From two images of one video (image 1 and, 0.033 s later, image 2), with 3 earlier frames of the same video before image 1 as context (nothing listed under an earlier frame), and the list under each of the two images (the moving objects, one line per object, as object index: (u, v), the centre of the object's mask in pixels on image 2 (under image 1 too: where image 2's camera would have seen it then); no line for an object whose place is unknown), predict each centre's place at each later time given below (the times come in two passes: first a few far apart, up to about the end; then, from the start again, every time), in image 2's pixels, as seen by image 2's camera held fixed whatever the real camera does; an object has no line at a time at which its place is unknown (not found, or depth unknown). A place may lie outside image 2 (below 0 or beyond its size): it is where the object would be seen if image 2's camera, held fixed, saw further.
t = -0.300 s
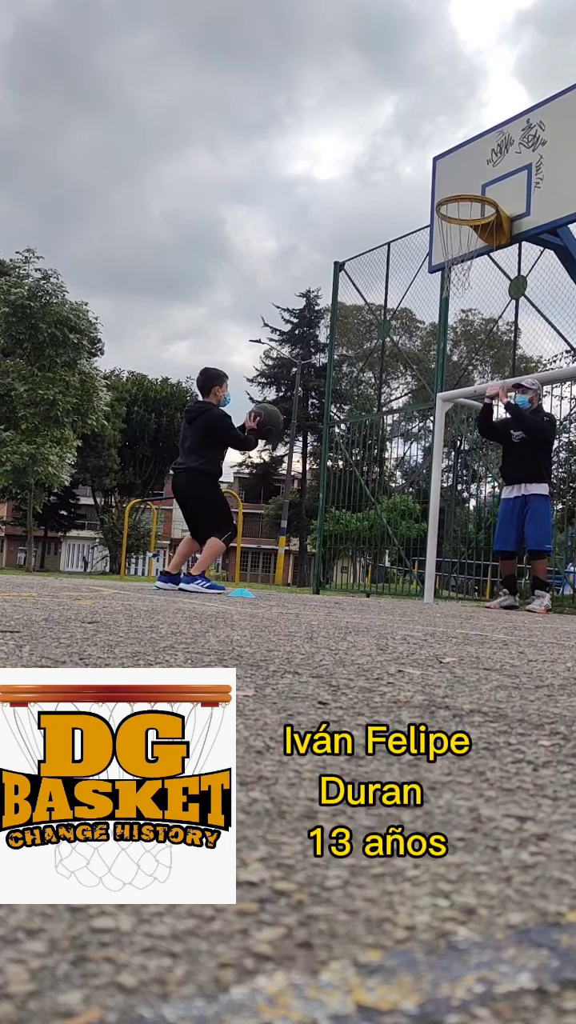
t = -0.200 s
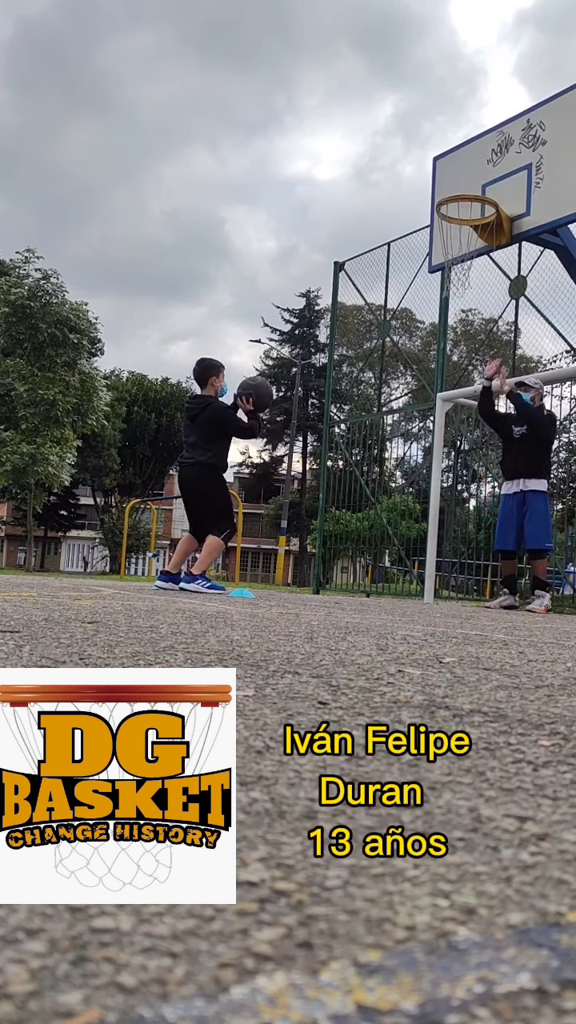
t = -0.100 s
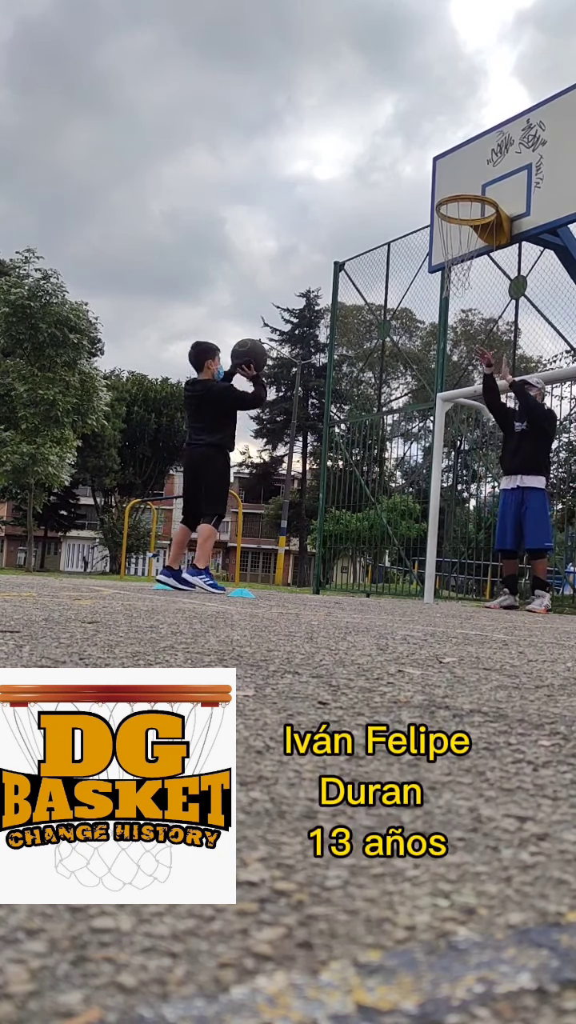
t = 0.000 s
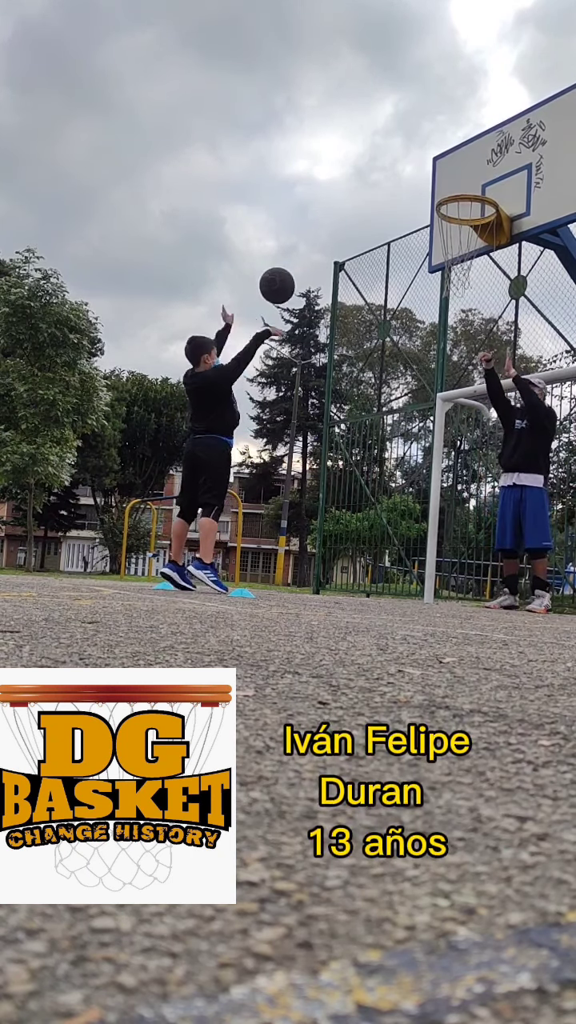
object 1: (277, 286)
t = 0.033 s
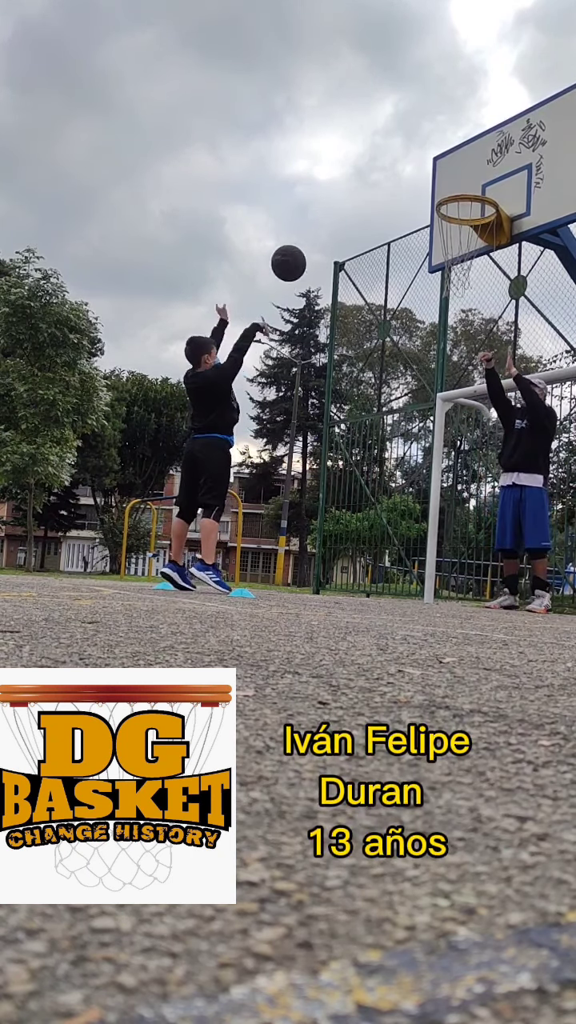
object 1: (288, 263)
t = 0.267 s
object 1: (360, 160)
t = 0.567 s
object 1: (433, 139)
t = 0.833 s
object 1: (471, 194)
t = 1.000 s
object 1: (442, 172)
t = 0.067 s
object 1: (300, 243)
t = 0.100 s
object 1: (310, 224)
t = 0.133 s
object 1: (321, 208)
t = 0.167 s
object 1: (331, 193)
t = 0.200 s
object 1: (341, 180)
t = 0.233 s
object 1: (351, 169)
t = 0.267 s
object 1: (360, 160)
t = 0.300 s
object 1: (369, 152)
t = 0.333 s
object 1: (378, 145)
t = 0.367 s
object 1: (386, 140)
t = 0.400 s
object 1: (395, 136)
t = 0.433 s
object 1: (403, 134)
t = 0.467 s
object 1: (411, 133)
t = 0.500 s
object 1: (418, 134)
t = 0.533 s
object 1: (426, 136)
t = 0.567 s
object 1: (433, 139)
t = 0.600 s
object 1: (441, 143)
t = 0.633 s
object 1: (448, 149)
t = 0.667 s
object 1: (455, 155)
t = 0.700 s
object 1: (461, 163)
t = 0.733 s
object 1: (468, 172)
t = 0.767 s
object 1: (474, 181)
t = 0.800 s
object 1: (478, 187)
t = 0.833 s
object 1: (471, 194)
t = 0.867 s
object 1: (464, 206)
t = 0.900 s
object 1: (458, 194)
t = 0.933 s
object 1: (452, 185)
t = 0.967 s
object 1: (447, 179)
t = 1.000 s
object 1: (442, 172)
